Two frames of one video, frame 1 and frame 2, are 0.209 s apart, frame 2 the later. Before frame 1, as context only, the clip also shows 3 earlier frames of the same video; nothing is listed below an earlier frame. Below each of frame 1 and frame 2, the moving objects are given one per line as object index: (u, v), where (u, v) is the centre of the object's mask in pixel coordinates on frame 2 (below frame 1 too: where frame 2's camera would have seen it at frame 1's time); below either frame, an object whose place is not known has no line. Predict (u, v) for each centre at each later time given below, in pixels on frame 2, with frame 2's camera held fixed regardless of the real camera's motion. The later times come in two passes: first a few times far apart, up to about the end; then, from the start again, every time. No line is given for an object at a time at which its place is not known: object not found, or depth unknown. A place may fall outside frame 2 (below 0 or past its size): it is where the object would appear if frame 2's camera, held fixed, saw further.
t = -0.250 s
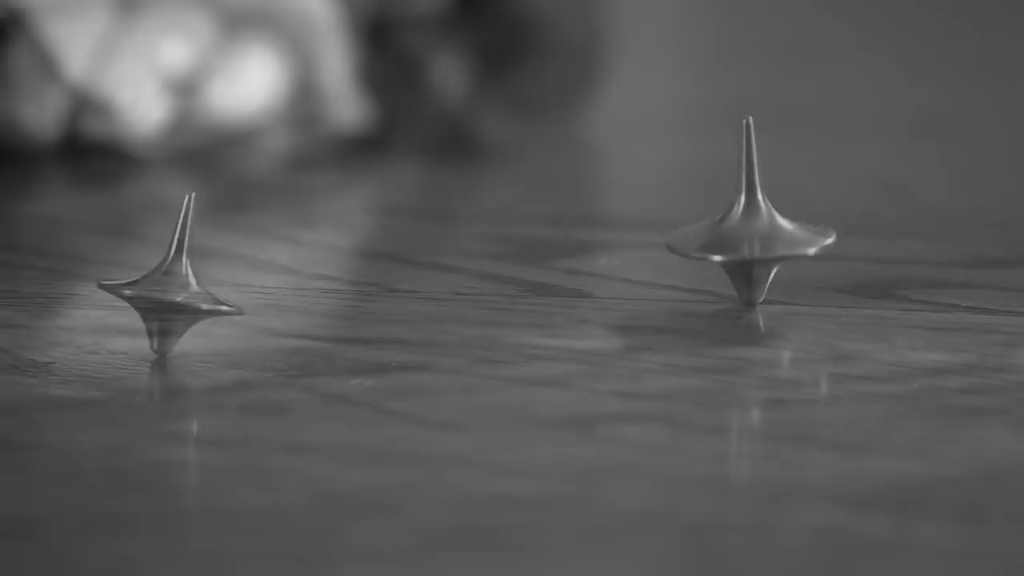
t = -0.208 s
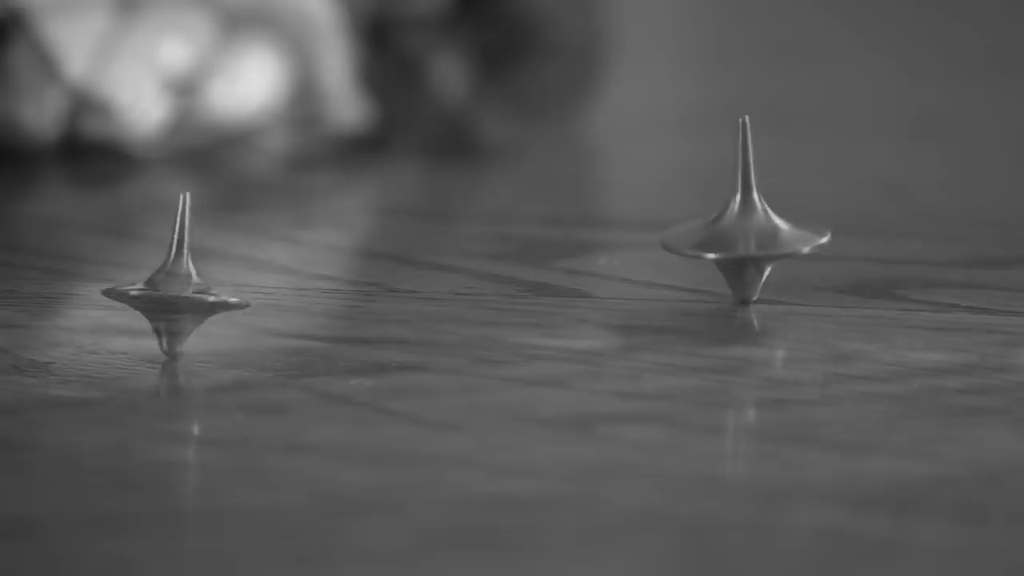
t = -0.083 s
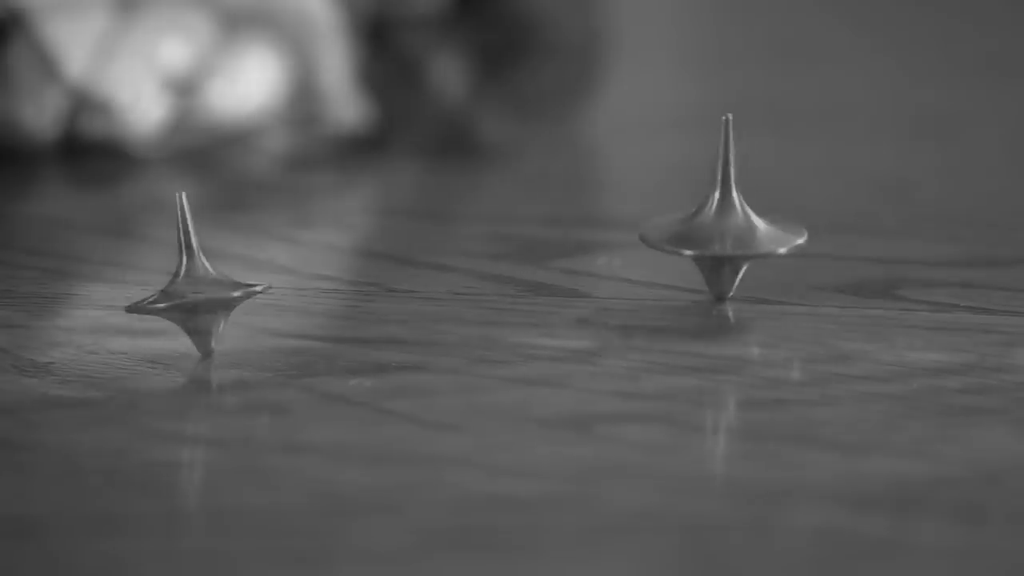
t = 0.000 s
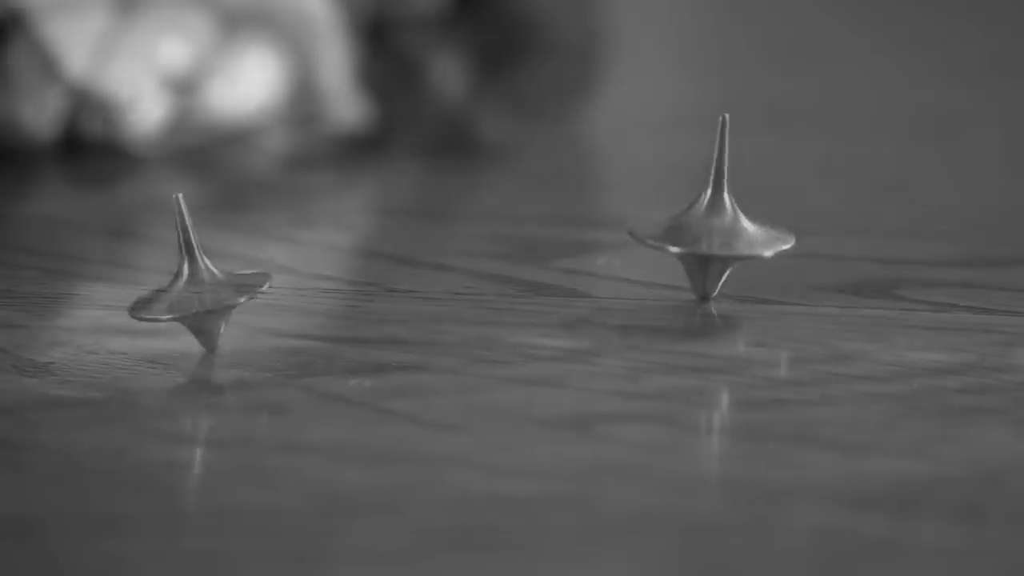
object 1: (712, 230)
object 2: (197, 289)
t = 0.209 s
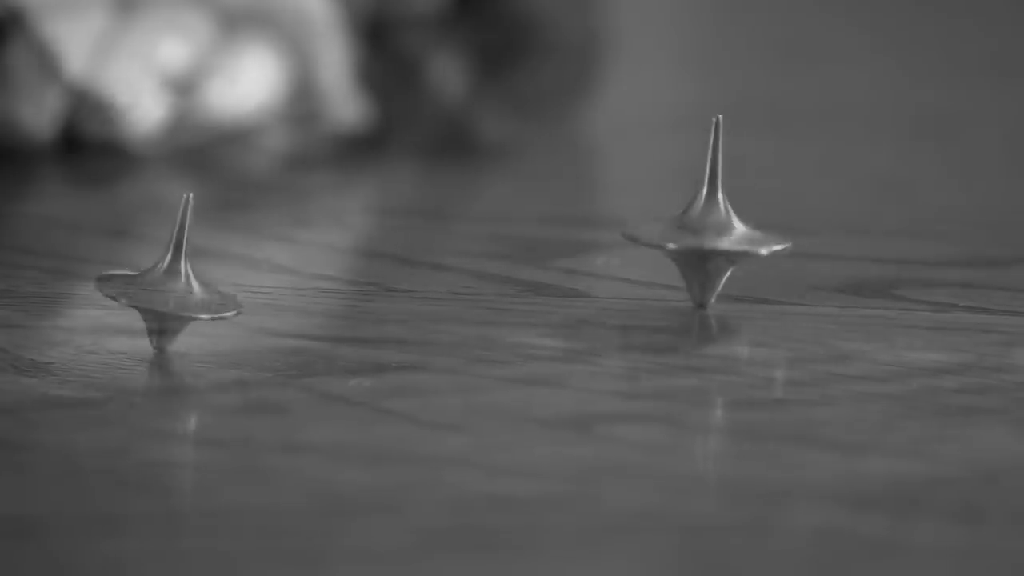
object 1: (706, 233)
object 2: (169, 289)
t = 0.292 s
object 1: (719, 235)
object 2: (168, 291)
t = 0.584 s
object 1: (756, 232)
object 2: (196, 289)
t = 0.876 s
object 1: (718, 228)
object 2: (171, 291)
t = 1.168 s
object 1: (723, 232)
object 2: (192, 288)
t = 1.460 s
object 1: (734, 226)
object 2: (172, 290)
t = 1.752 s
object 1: (704, 226)
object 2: (188, 288)
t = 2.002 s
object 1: (728, 227)
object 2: (168, 291)
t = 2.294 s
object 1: (722, 222)
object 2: (192, 288)
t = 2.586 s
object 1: (696, 222)
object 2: (167, 291)
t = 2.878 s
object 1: (722, 222)
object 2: (191, 289)
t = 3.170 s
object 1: (698, 218)
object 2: (164, 291)
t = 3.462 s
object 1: (693, 219)
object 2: (188, 290)
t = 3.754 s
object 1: (698, 213)
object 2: (162, 291)
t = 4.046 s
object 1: (668, 214)
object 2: (184, 290)
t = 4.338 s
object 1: (683, 215)
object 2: (161, 290)
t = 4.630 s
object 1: (663, 211)
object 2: (177, 291)
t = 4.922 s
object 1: (665, 212)
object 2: (160, 289)
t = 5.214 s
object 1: (673, 208)
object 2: (168, 290)
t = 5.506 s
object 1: (645, 209)
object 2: (162, 288)
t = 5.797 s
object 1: (669, 210)
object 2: (158, 291)
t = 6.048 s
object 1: (666, 206)
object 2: (165, 289)
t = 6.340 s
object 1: (645, 207)
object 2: (148, 291)
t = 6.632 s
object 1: (663, 206)
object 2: (161, 290)
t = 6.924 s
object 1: (643, 203)
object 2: (144, 290)
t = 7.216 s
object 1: (639, 205)
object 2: (156, 290)
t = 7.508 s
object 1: (641, 202)
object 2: (141, 290)
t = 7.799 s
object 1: (615, 201)
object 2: (151, 291)
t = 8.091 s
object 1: (625, 199)
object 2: (138, 292)
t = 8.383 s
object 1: (600, 198)
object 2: (145, 292)
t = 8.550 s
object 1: (600, 200)
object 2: (139, 293)
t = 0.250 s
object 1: (712, 234)
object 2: (167, 290)
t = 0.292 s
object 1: (719, 235)
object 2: (168, 291)
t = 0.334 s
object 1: (726, 235)
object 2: (172, 292)
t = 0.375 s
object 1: (735, 235)
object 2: (179, 291)
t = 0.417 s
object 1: (743, 235)
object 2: (187, 291)
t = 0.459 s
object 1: (750, 234)
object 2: (193, 291)
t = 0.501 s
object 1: (755, 234)
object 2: (198, 290)
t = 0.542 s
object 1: (756, 233)
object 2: (199, 290)
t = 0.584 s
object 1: (756, 232)
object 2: (196, 289)
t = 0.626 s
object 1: (751, 230)
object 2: (192, 288)
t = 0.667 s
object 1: (749, 230)
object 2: (185, 289)
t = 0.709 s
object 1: (745, 228)
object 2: (178, 289)
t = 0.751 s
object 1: (735, 228)
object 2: (172, 289)
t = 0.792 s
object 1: (731, 228)
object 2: (169, 289)
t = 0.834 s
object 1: (724, 226)
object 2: (169, 290)
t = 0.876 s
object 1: (718, 228)
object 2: (171, 291)
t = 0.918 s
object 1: (713, 228)
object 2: (176, 291)
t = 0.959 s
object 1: (710, 228)
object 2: (183, 291)
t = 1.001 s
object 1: (710, 229)
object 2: (188, 291)
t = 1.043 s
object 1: (710, 230)
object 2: (194, 290)
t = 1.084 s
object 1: (712, 231)
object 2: (196, 289)
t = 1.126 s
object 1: (718, 232)
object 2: (196, 289)
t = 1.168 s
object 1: (723, 232)
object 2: (192, 288)
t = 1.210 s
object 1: (728, 232)
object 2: (187, 288)
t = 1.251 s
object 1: (734, 232)
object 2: (181, 289)
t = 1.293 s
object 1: (738, 231)
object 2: (174, 288)
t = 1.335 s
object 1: (739, 230)
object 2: (169, 289)
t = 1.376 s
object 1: (738, 230)
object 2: (168, 290)
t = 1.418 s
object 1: (739, 228)
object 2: (169, 290)
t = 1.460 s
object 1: (734, 226)
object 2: (172, 290)
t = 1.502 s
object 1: (730, 226)
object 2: (178, 290)
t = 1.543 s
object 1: (726, 225)
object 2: (184, 290)
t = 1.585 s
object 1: (718, 225)
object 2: (189, 290)
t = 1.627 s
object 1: (713, 225)
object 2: (193, 290)
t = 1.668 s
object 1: (711, 226)
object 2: (194, 289)
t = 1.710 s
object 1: (706, 225)
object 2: (192, 288)
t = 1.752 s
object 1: (704, 226)
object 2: (188, 288)
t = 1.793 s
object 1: (705, 226)
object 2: (183, 288)
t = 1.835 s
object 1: (706, 227)
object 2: (176, 289)
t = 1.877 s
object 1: (710, 227)
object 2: (171, 288)
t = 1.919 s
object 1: (715, 228)
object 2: (167, 289)
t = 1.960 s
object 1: (719, 229)
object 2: (166, 290)
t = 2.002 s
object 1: (728, 227)
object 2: (168, 291)
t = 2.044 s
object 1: (731, 227)
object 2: (172, 291)
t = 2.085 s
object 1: (734, 227)
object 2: (177, 291)
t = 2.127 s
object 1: (736, 226)
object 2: (183, 291)
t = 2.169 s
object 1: (735, 225)
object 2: (189, 291)
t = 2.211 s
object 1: (734, 224)
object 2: (191, 290)
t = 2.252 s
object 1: (730, 222)
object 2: (193, 289)
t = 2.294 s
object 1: (722, 222)
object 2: (192, 288)
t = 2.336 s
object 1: (718, 221)
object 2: (188, 288)
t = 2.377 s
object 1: (710, 221)
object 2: (182, 288)
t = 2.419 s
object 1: (704, 221)
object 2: (176, 289)
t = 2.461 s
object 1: (700, 222)
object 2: (170, 289)
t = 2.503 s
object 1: (695, 222)
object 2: (167, 289)
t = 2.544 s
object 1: (695, 223)
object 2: (166, 290)
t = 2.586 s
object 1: (696, 222)
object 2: (167, 291)
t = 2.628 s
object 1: (698, 223)
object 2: (171, 291)
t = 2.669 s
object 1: (702, 224)
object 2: (175, 291)
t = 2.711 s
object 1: (705, 225)
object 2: (181, 291)
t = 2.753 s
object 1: (712, 224)
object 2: (186, 290)
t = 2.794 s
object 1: (716, 224)
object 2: (190, 290)
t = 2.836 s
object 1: (720, 223)
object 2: (192, 289)
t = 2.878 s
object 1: (722, 222)
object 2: (191, 289)
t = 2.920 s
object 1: (722, 220)
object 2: (188, 288)
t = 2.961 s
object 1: (721, 219)
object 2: (183, 289)
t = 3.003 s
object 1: (718, 218)
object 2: (177, 289)
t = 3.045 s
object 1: (715, 217)
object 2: (172, 289)
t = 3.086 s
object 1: (707, 216)
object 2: (167, 289)
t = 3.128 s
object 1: (702, 216)
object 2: (164, 290)
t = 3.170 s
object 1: (698, 218)
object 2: (164, 291)
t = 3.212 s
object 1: (693, 218)
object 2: (166, 291)
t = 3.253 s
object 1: (690, 219)
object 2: (169, 292)
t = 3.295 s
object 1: (688, 219)
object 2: (174, 292)
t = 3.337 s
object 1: (684, 219)
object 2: (180, 292)
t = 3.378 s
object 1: (687, 220)
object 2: (183, 292)
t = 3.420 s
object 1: (687, 219)
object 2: (186, 291)
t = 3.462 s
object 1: (693, 219)
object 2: (188, 290)
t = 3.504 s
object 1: (695, 219)
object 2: (186, 290)
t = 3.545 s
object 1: (700, 219)
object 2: (183, 290)
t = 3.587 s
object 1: (705, 217)
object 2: (178, 289)
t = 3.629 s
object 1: (704, 217)
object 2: (173, 290)
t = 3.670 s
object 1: (705, 216)
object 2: (168, 290)
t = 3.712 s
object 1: (703, 215)
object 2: (164, 290)
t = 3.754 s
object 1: (698, 213)
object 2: (162, 291)
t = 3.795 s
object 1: (692, 213)
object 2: (162, 291)
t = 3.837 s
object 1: (687, 212)
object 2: (164, 292)
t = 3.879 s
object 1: (681, 213)
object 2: (168, 292)
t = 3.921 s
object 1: (676, 213)
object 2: (173, 292)
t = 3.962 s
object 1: (671, 213)
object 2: (177, 292)
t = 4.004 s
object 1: (669, 214)
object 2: (181, 291)
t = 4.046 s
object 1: (668, 214)
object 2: (184, 290)
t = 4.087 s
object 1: (667, 215)
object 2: (184, 290)
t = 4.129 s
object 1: (668, 216)
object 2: (181, 290)
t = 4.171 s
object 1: (671, 216)
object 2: (179, 289)
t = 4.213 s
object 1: (673, 215)
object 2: (175, 289)
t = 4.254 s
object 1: (677, 215)
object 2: (169, 289)
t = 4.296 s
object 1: (680, 215)
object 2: (164, 289)
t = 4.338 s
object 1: (683, 215)
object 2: (161, 290)
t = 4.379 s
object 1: (685, 213)
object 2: (159, 290)
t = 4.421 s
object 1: (681, 212)
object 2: (160, 291)
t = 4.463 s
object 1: (679, 212)
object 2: (162, 291)
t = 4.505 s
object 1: (677, 211)
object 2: (166, 291)
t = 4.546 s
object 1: (672, 210)
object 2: (170, 291)
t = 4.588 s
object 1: (667, 210)
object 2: (174, 291)
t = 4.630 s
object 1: (663, 211)
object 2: (177, 291)
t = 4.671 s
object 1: (659, 211)
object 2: (179, 290)
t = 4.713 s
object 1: (656, 211)
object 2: (179, 289)
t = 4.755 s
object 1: (654, 211)
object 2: (177, 289)
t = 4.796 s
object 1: (656, 213)
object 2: (174, 288)
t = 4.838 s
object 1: (657, 213)
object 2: (170, 288)
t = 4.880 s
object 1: (657, 213)
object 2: (165, 288)
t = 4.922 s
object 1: (665, 212)
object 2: (160, 289)
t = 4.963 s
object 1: (669, 212)
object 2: (157, 289)
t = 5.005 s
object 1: (670, 213)
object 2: (155, 289)
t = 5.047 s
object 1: (677, 212)
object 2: (155, 290)
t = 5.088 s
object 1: (677, 211)
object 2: (157, 291)
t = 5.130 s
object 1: (678, 212)
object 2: (160, 291)
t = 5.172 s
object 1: (678, 209)
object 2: (163, 290)
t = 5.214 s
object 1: (673, 208)
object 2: (168, 290)
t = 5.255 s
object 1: (668, 208)
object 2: (172, 290)
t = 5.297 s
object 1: (663, 207)
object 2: (174, 290)
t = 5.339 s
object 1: (656, 207)
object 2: (174, 289)
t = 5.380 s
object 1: (654, 207)
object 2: (173, 288)
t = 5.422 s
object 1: (650, 208)
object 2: (170, 289)
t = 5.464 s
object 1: (645, 208)
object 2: (166, 288)
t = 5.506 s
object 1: (645, 209)
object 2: (162, 288)
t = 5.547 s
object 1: (645, 208)
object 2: (158, 289)
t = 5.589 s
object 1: (648, 210)
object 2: (154, 289)
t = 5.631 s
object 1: (652, 210)
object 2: (152, 290)
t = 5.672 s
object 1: (655, 211)
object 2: (151, 290)
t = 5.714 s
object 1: (661, 211)
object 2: (152, 291)
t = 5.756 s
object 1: (667, 211)
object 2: (155, 291)
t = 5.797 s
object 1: (669, 210)
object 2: (158, 291)
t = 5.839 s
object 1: (673, 210)
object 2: (161, 291)
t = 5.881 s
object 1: (675, 209)
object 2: (164, 291)
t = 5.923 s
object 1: (674, 208)
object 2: (166, 290)
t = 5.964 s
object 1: (673, 207)
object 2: (168, 290)
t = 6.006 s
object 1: (671, 206)
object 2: (167, 289)
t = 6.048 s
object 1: (666, 206)
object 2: (165, 289)
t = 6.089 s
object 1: (662, 206)
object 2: (162, 289)
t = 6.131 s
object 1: (657, 205)
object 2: (158, 289)
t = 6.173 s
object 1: (650, 205)
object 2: (154, 290)
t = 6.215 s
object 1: (649, 205)
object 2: (151, 290)
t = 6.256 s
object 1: (646, 206)
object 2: (149, 290)
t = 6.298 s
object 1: (645, 206)
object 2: (147, 291)
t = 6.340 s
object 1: (645, 207)
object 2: (148, 291)
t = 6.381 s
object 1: (646, 207)
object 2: (149, 291)
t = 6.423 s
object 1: (647, 208)
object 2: (152, 291)
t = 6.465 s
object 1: (650, 208)
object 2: (154, 291)
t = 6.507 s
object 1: (656, 208)
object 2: (158, 291)
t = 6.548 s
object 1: (659, 207)
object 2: (160, 291)
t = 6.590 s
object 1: (662, 206)
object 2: (160, 290)
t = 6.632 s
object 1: (663, 206)
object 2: (161, 290)
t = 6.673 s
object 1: (663, 204)
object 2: (160, 289)
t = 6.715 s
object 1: (662, 204)
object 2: (156, 289)
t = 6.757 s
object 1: (660, 203)
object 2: (154, 289)
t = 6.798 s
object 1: (658, 203)
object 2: (151, 289)
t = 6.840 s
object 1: (652, 203)
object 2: (147, 289)
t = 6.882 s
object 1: (648, 203)
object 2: (145, 290)
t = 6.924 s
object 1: (643, 203)
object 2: (144, 290)
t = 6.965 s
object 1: (637, 204)
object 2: (145, 290)
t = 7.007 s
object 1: (636, 204)
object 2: (146, 290)
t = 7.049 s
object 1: (635, 204)
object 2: (148, 290)
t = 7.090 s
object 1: (635, 205)
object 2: (151, 291)
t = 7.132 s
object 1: (633, 205)
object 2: (153, 290)
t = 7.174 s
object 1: (636, 205)
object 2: (155, 290)
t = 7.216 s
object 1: (639, 205)
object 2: (156, 290)
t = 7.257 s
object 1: (643, 204)
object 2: (154, 290)
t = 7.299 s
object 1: (645, 204)
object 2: (153, 289)
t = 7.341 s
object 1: (646, 203)
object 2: (151, 289)
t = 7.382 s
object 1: (648, 203)
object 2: (147, 289)
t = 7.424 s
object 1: (645, 202)
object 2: (144, 290)
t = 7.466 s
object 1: (643, 202)
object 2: (143, 290)
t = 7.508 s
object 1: (641, 202)
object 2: (141, 290)
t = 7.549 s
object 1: (637, 200)
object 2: (141, 290)
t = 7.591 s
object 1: (632, 201)
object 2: (143, 290)
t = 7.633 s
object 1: (628, 200)
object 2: (144, 291)
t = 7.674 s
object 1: (623, 200)
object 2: (146, 291)
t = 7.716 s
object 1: (620, 201)
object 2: (149, 291)
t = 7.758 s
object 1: (617, 201)
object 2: (150, 291)
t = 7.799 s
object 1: (615, 201)
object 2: (151, 291)
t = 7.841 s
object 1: (617, 202)
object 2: (151, 290)
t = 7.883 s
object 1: (619, 201)
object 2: (148, 290)
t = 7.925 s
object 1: (619, 202)
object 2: (147, 290)
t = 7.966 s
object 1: (622, 202)
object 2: (144, 290)
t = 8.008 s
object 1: (625, 201)
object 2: (141, 291)
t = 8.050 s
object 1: (624, 201)
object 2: (139, 291)
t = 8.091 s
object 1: (625, 199)
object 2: (138, 292)
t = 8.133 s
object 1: (623, 198)
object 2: (138, 292)
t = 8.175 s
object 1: (618, 199)
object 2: (138, 292)
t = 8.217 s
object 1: (617, 198)
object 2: (141, 292)
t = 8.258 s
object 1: (613, 197)
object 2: (142, 292)
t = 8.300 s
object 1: (607, 198)
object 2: (145, 292)
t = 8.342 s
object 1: (605, 198)
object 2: (146, 292)
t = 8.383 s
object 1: (600, 198)
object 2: (145, 292)
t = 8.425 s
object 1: (598, 198)
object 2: (144, 292)
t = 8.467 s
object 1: (599, 199)
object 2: (143, 292)
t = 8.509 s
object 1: (599, 199)
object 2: (141, 292)
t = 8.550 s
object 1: (600, 200)
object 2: (139, 293)
